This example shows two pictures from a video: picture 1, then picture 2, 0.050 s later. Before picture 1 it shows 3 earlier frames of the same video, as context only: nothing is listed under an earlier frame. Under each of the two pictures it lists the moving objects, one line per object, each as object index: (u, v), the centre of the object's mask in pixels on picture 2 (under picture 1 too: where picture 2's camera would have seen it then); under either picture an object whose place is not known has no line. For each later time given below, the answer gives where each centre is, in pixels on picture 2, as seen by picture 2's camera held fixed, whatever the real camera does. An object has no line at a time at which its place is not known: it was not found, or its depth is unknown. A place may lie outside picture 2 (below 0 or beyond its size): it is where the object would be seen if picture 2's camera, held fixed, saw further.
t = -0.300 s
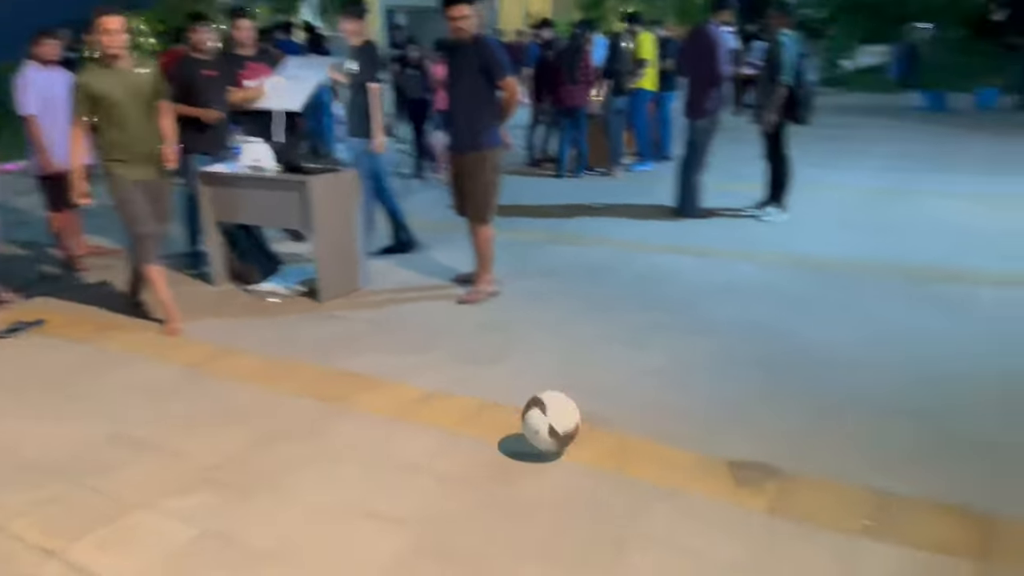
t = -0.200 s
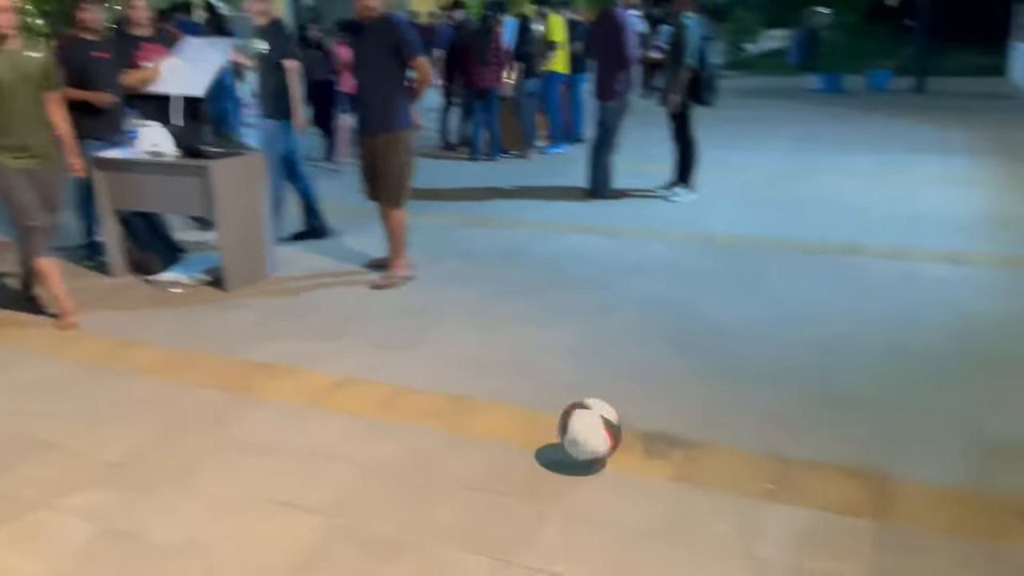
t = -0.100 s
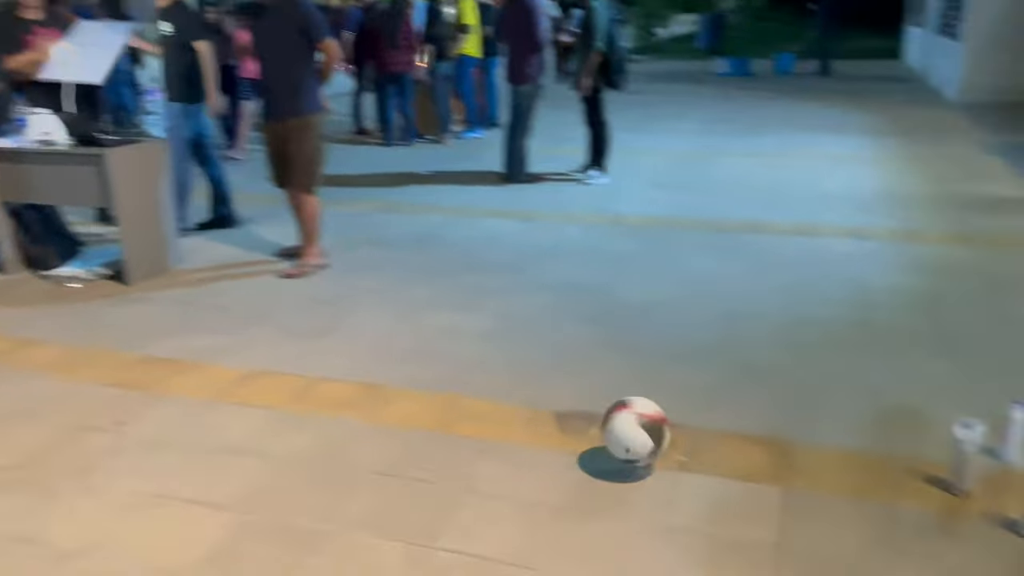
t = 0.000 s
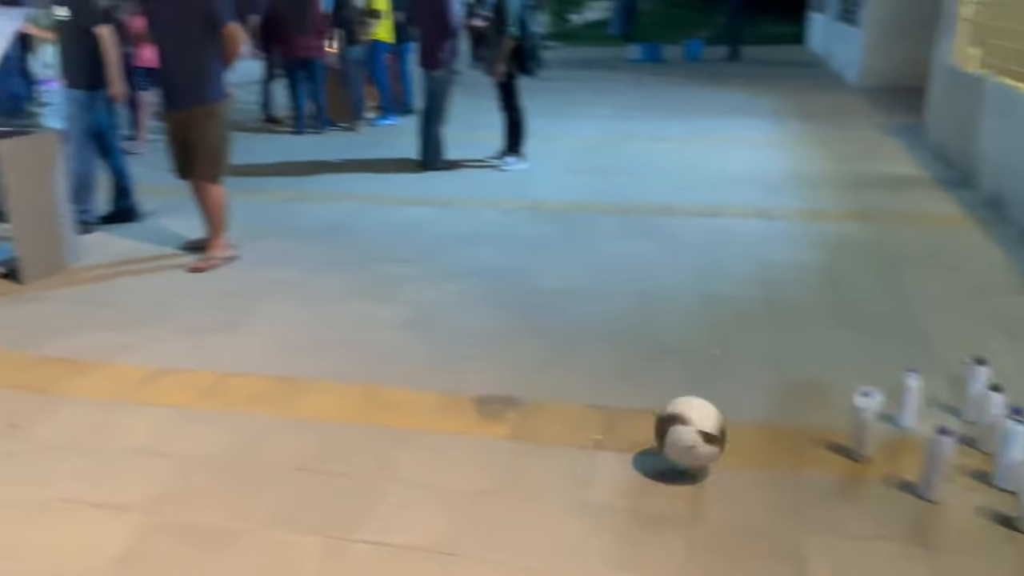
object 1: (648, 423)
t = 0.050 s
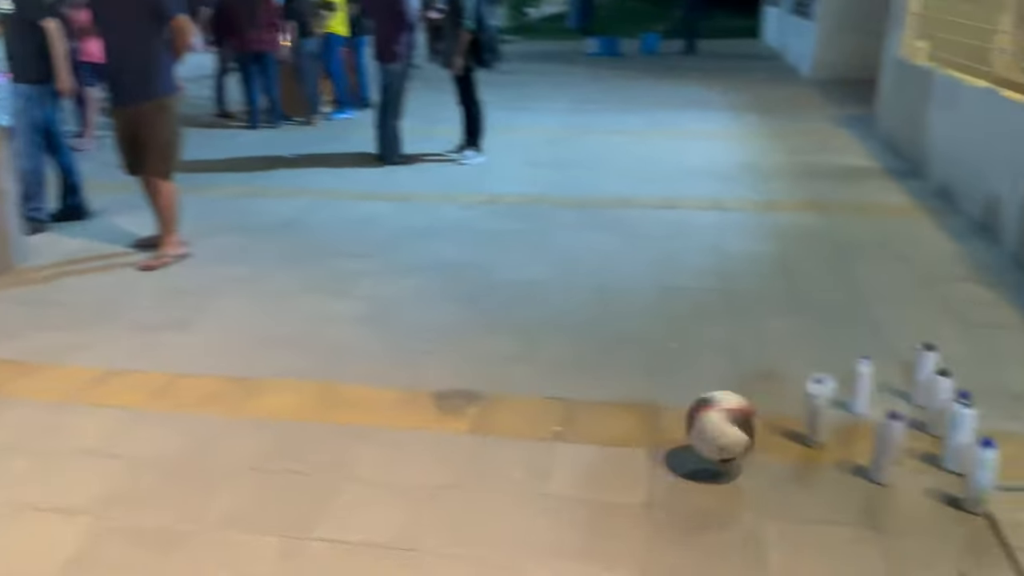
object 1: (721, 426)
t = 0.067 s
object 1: (749, 431)
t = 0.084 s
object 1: (772, 436)
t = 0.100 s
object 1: (798, 441)
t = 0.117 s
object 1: (823, 445)
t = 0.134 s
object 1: (848, 452)
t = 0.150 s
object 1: (856, 450)
